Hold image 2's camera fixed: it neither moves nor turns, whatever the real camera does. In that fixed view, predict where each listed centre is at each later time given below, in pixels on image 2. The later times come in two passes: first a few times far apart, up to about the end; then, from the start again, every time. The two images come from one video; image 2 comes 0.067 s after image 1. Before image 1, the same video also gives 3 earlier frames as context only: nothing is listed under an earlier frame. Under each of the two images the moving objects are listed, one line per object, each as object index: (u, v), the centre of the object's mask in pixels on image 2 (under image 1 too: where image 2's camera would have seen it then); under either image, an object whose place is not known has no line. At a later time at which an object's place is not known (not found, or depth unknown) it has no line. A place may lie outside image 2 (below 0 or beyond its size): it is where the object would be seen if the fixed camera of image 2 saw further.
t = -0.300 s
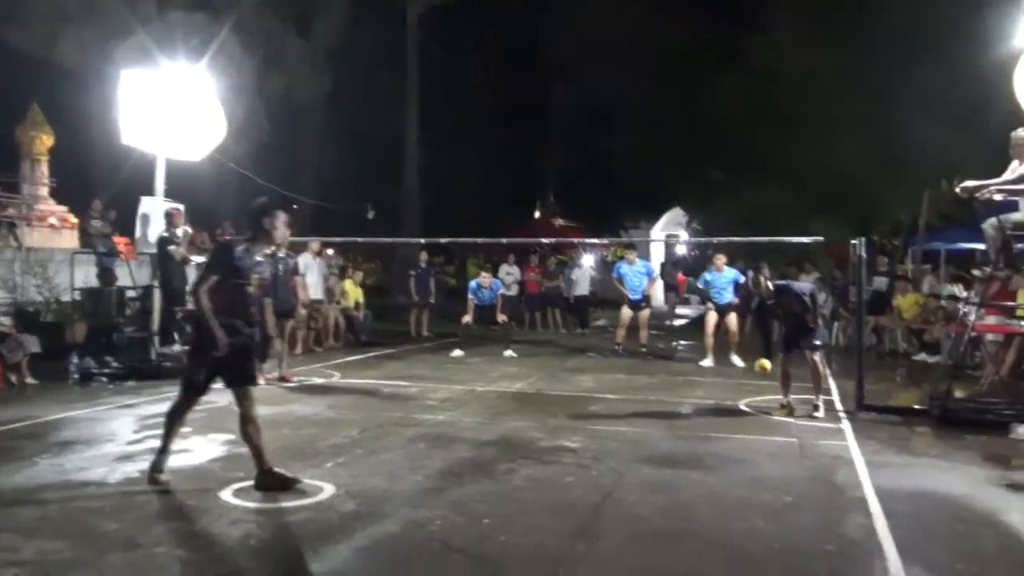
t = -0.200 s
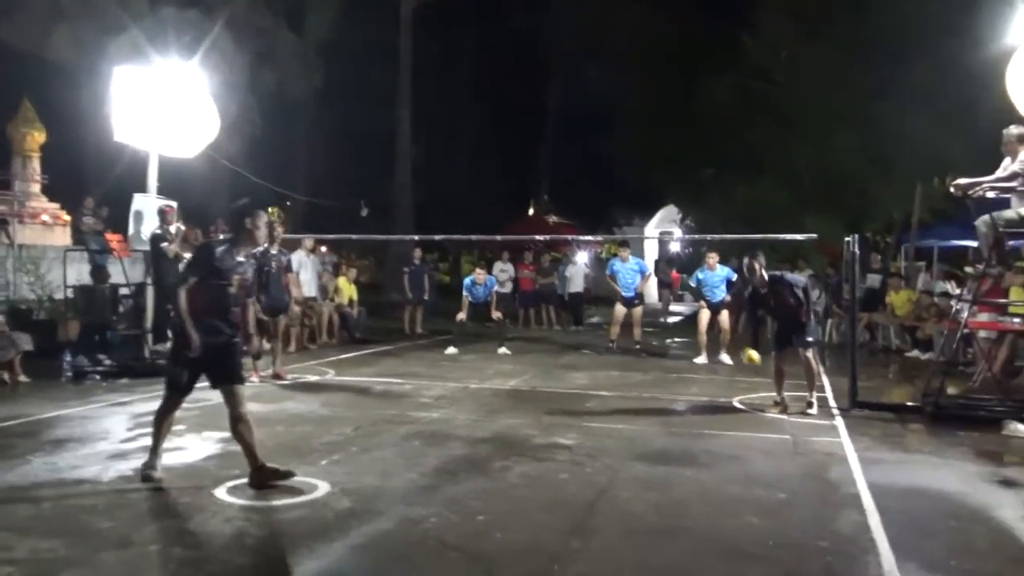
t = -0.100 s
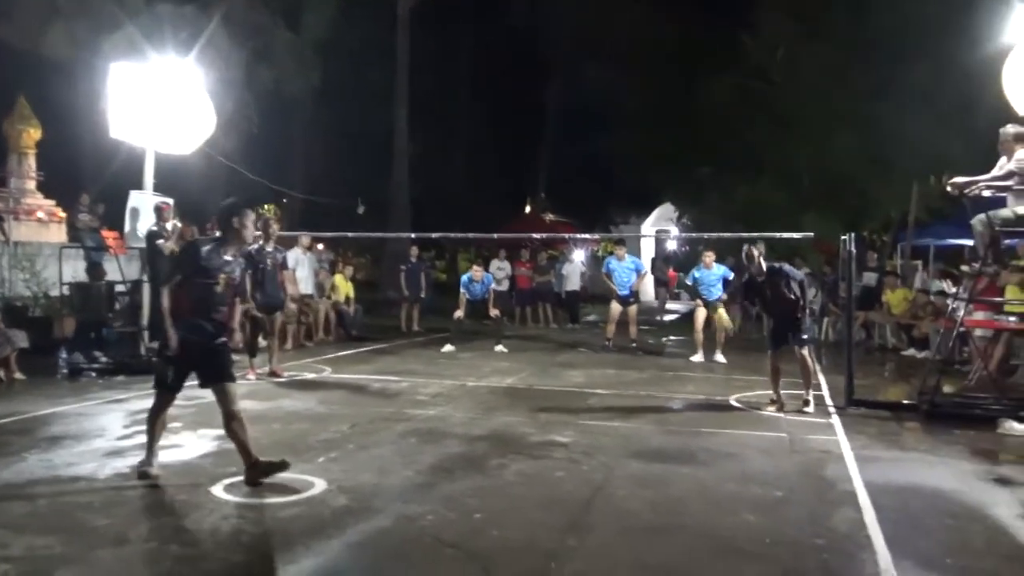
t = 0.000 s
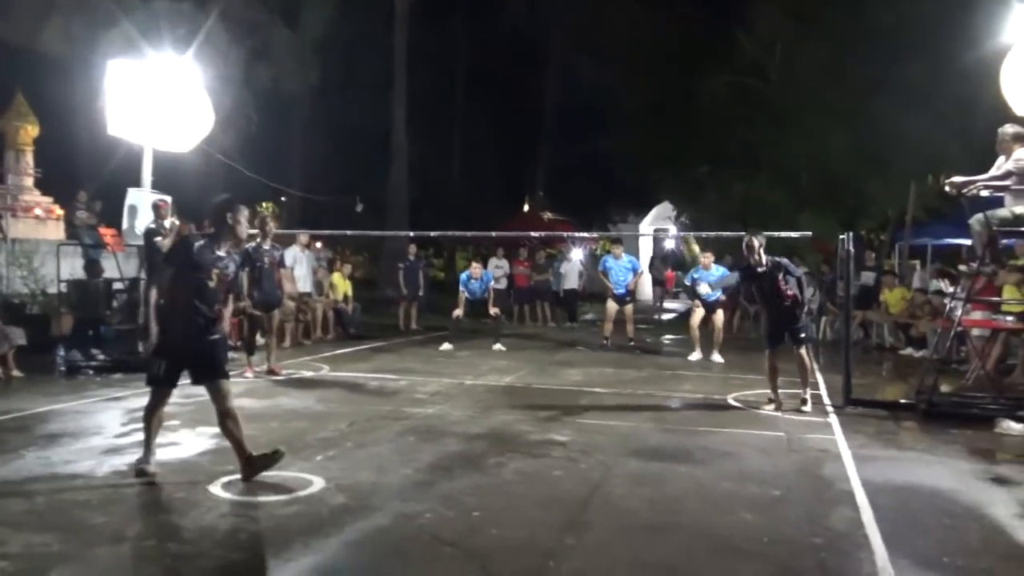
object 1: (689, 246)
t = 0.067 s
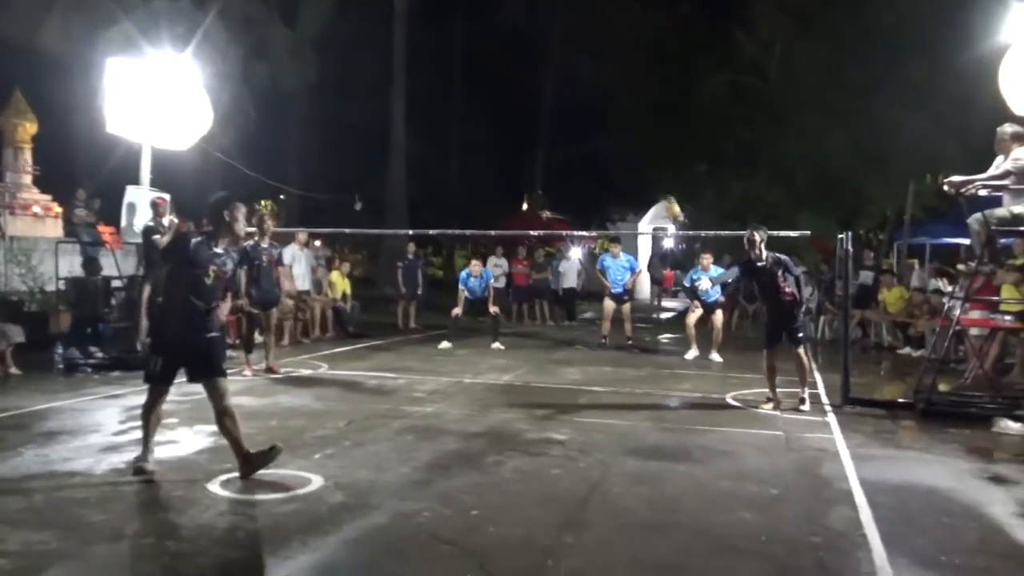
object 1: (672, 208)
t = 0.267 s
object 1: (609, 118)
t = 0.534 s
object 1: (513, 68)
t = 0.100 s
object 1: (660, 190)
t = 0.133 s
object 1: (651, 175)
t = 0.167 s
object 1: (641, 159)
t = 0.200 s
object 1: (631, 145)
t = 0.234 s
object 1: (620, 131)
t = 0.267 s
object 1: (609, 118)
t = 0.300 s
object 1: (598, 108)
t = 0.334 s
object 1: (587, 98)
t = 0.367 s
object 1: (575, 89)
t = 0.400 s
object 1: (563, 82)
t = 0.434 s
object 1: (551, 76)
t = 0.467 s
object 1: (539, 72)
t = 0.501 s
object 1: (526, 69)
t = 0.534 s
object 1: (513, 68)
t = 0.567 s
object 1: (500, 69)
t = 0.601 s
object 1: (486, 71)
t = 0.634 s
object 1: (472, 75)
